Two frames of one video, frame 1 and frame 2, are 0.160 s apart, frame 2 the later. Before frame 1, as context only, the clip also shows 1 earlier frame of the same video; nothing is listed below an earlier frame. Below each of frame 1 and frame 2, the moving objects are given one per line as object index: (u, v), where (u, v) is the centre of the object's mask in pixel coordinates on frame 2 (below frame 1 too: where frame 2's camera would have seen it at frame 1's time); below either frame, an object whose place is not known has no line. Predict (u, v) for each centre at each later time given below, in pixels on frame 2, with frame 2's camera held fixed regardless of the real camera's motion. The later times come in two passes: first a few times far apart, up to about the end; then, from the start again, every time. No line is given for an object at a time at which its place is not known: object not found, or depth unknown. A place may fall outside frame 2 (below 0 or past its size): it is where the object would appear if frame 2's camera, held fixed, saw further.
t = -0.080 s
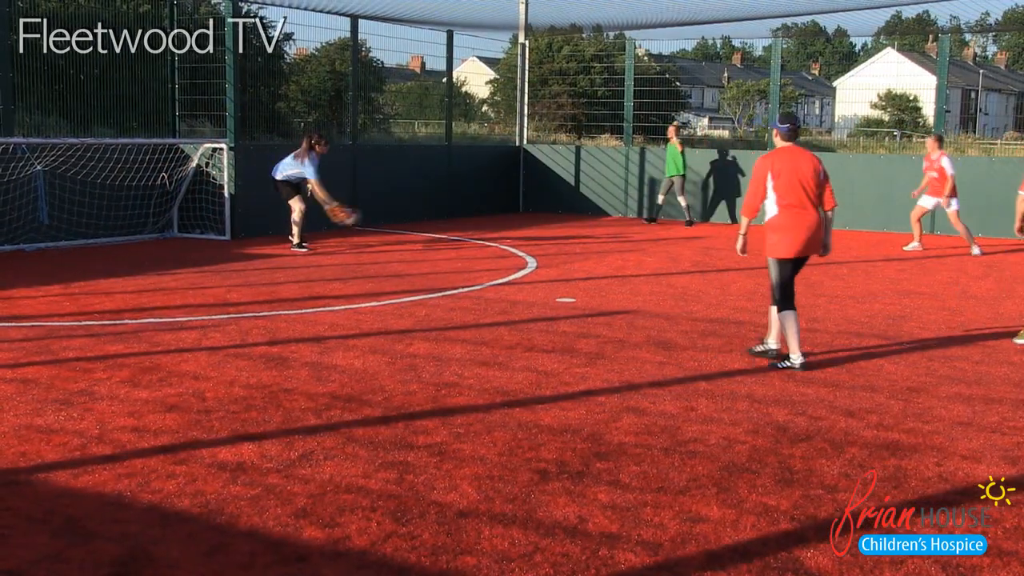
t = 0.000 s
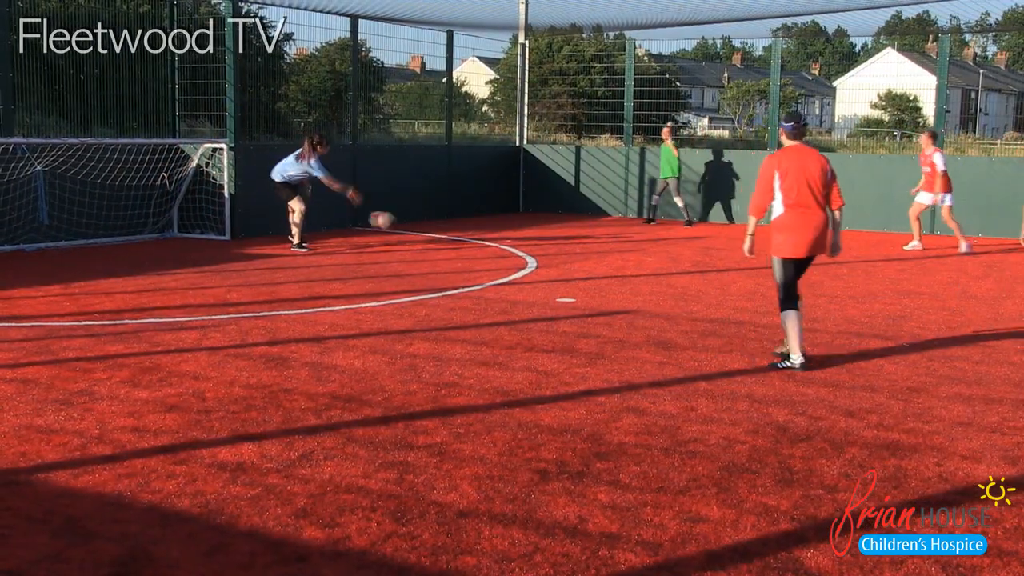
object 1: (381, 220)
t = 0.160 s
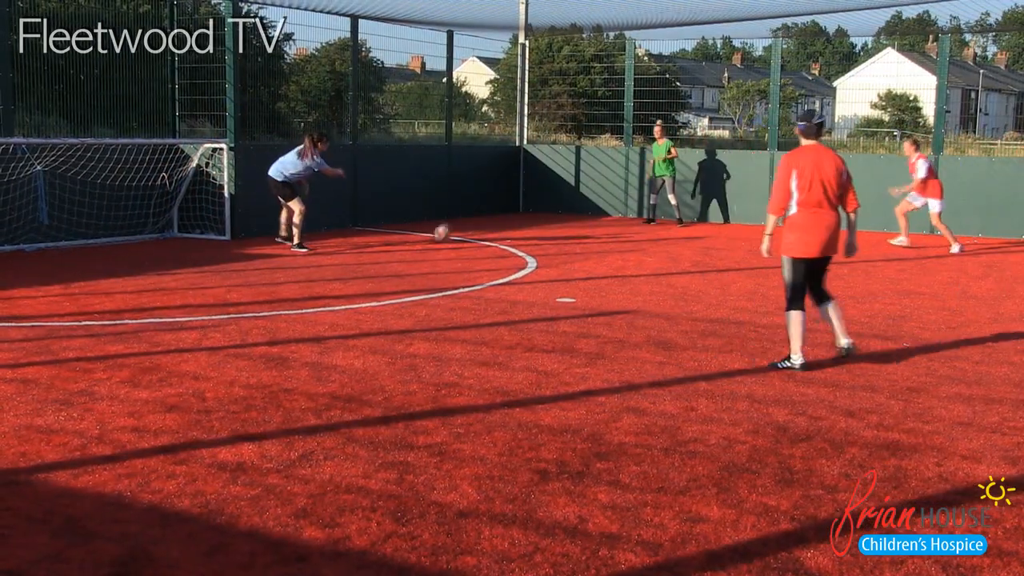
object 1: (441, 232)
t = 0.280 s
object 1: (463, 217)
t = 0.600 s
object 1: (513, 224)
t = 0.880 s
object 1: (560, 222)
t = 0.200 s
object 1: (450, 226)
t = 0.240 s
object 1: (455, 220)
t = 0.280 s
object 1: (463, 217)
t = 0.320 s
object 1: (470, 215)
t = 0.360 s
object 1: (475, 215)
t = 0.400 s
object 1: (482, 215)
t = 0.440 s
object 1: (488, 217)
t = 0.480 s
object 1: (495, 220)
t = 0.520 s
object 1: (500, 223)
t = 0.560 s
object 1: (506, 227)
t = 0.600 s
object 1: (513, 224)
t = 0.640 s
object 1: (520, 221)
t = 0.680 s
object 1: (527, 218)
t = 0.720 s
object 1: (534, 218)
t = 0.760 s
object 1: (540, 218)
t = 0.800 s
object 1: (547, 219)
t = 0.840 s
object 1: (554, 221)
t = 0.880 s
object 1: (560, 222)
